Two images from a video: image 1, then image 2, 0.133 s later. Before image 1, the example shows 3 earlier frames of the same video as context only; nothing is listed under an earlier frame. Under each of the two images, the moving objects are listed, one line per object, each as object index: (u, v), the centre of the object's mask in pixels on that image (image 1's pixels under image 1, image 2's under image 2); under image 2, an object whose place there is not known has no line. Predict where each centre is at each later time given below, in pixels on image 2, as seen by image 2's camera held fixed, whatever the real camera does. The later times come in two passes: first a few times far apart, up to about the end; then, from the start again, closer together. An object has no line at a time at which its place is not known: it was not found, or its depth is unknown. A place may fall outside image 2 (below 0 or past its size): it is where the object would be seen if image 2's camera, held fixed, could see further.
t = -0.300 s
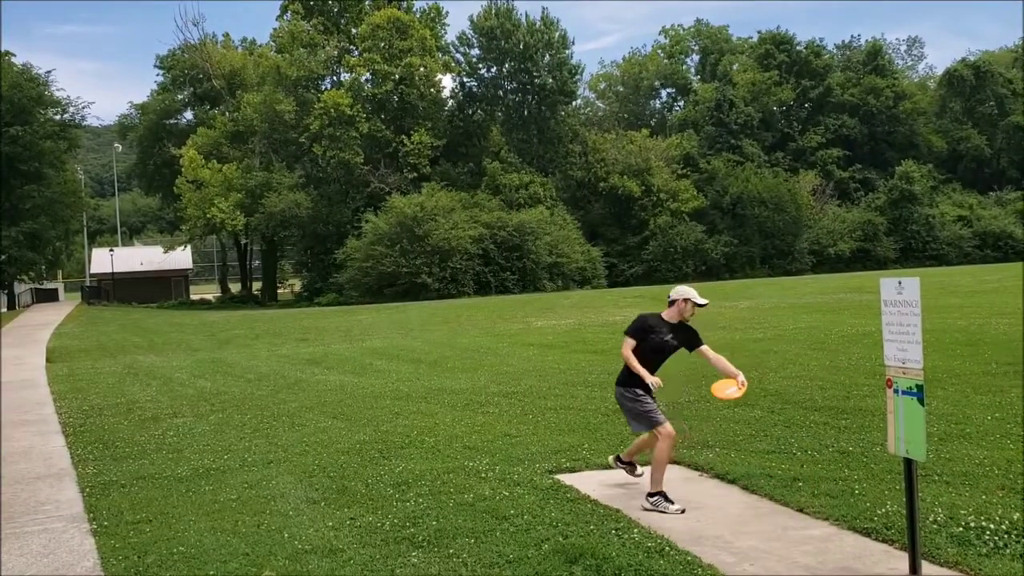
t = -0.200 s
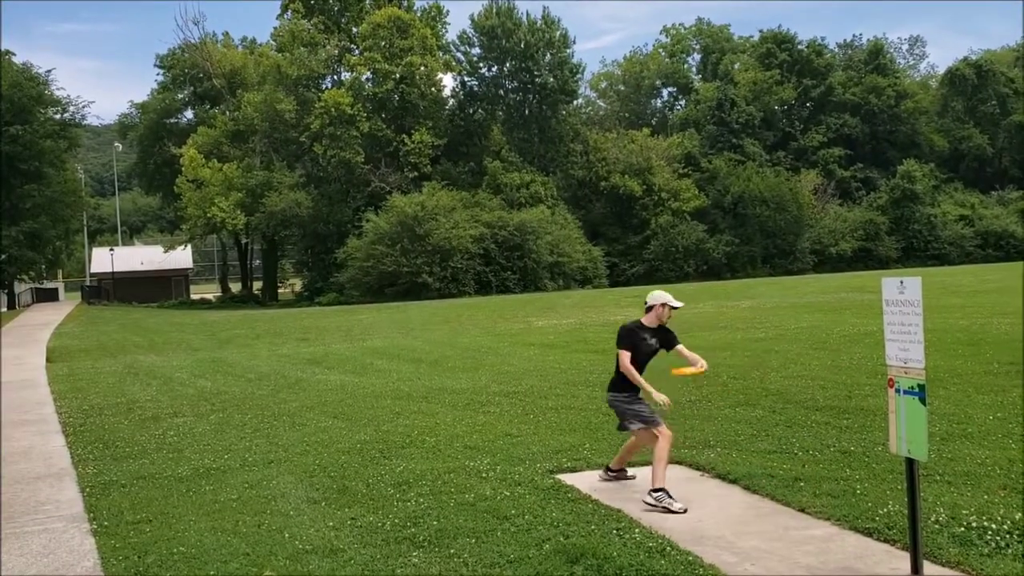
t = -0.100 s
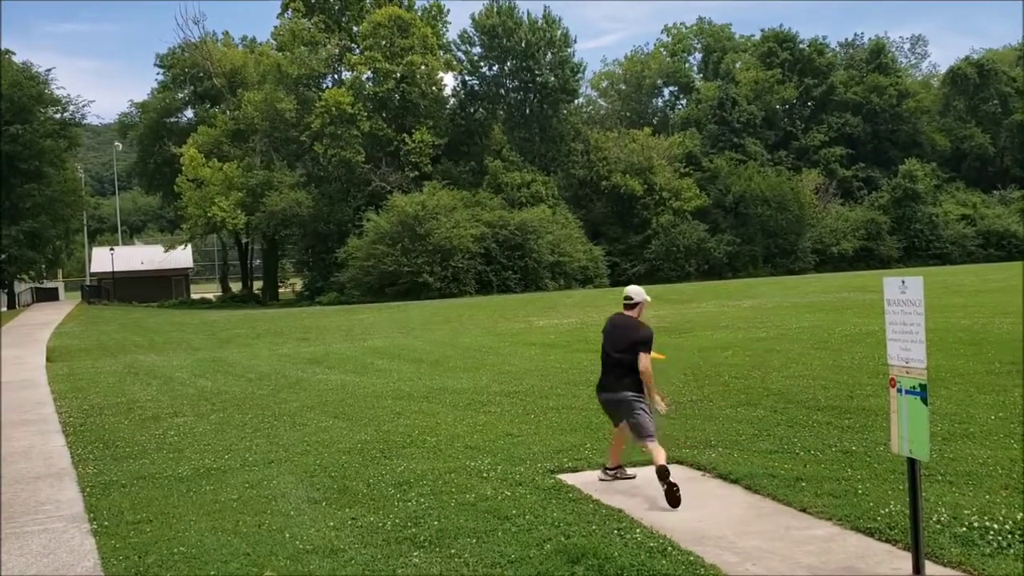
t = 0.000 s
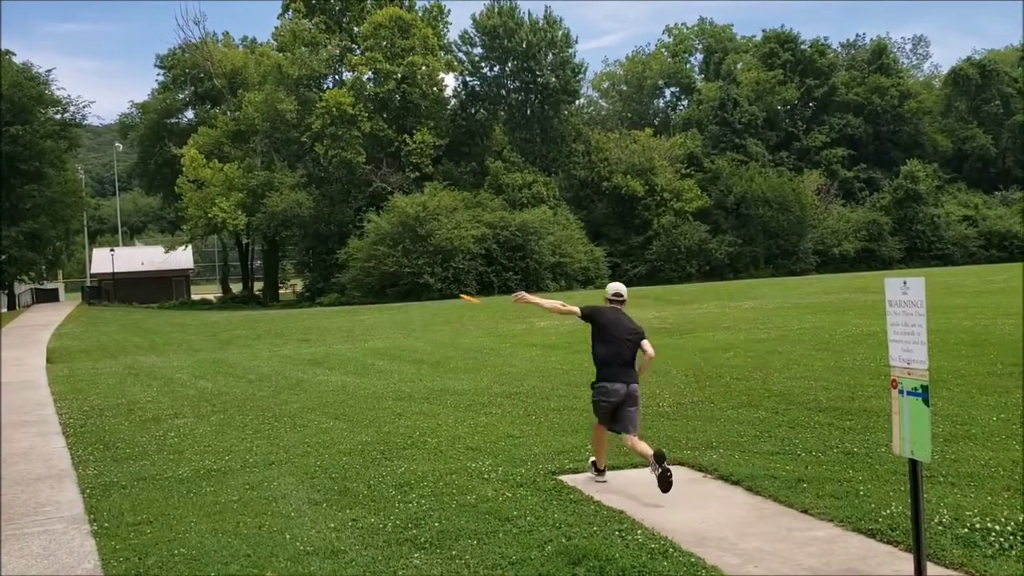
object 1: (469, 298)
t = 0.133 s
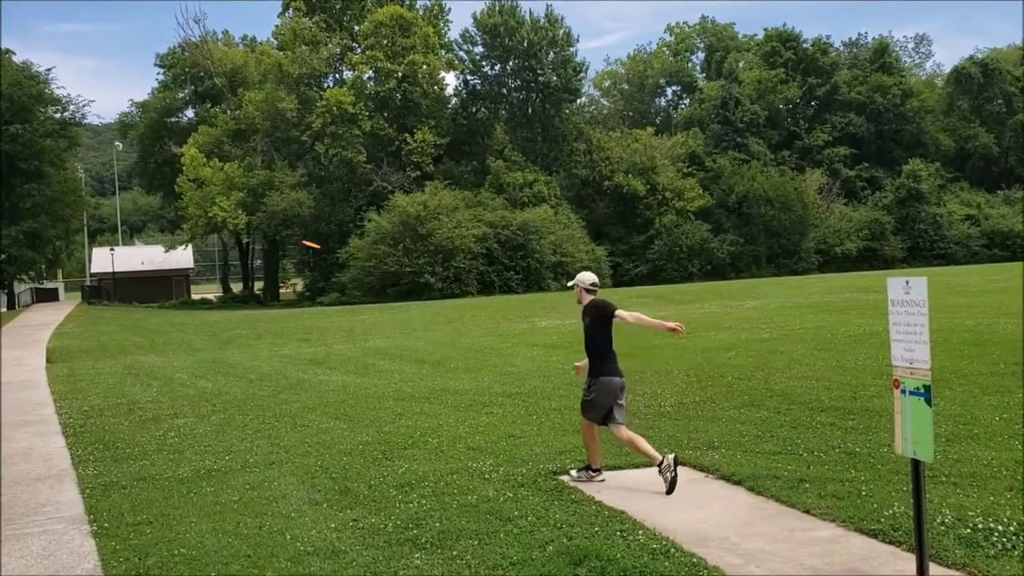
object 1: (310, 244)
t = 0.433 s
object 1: (133, 181)
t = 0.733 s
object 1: (46, 153)
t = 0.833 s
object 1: (30, 151)
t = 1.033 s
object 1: (6, 147)
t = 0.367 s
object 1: (160, 191)
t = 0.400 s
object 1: (146, 186)
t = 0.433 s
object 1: (133, 181)
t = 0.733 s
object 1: (46, 153)
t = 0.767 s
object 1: (41, 152)
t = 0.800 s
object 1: (36, 152)
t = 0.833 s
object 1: (30, 151)
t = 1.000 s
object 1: (11, 147)
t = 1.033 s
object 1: (6, 147)
